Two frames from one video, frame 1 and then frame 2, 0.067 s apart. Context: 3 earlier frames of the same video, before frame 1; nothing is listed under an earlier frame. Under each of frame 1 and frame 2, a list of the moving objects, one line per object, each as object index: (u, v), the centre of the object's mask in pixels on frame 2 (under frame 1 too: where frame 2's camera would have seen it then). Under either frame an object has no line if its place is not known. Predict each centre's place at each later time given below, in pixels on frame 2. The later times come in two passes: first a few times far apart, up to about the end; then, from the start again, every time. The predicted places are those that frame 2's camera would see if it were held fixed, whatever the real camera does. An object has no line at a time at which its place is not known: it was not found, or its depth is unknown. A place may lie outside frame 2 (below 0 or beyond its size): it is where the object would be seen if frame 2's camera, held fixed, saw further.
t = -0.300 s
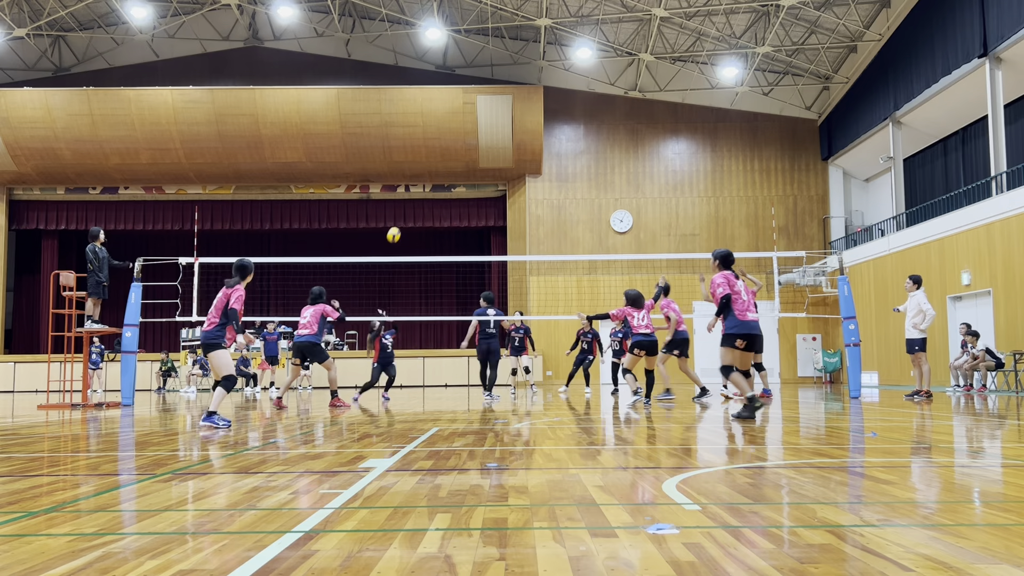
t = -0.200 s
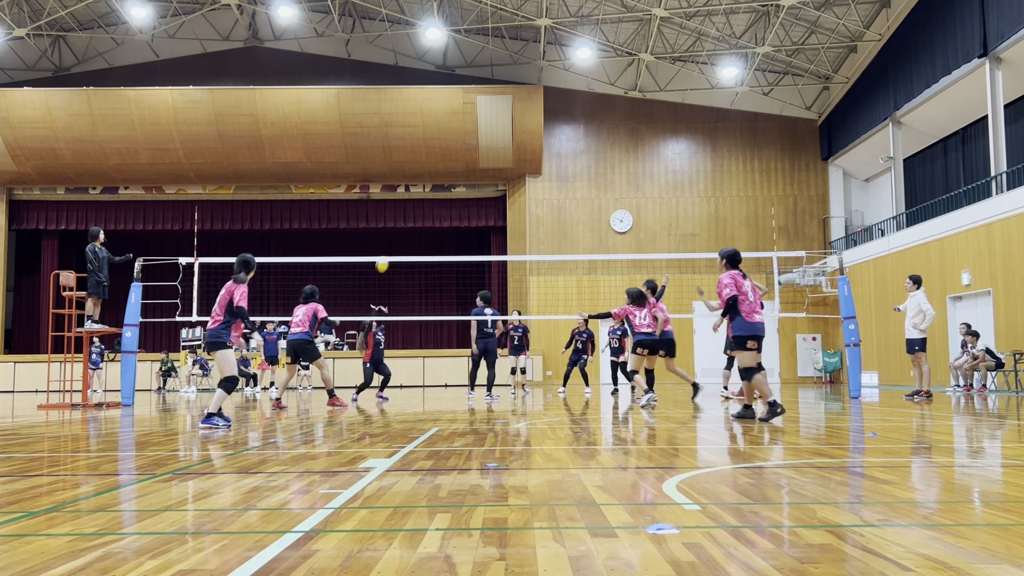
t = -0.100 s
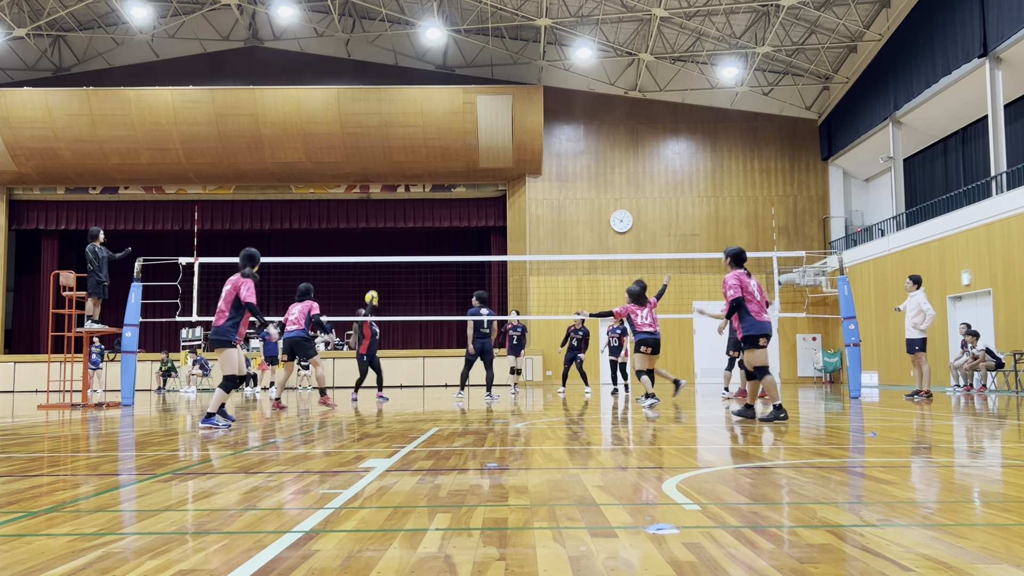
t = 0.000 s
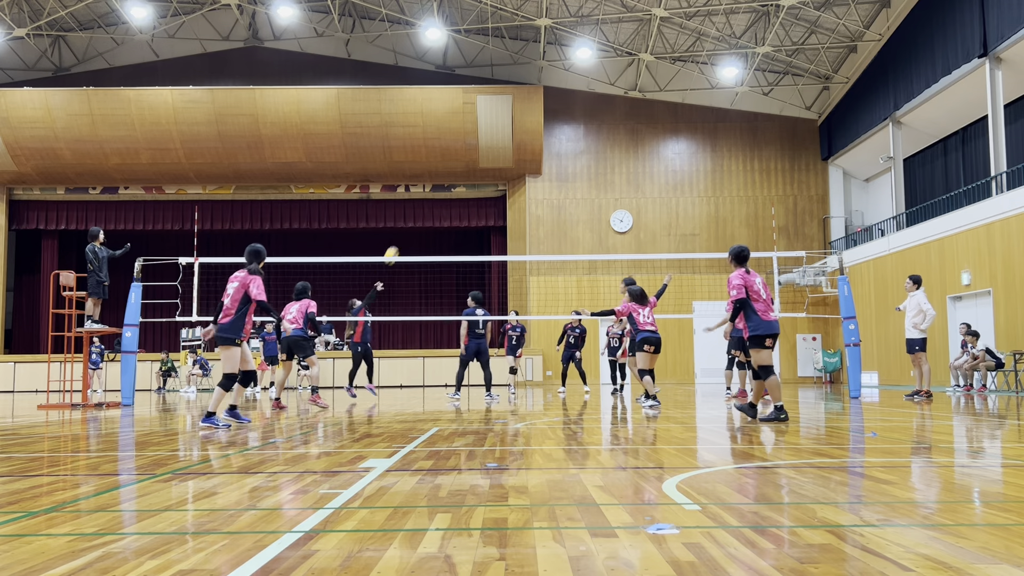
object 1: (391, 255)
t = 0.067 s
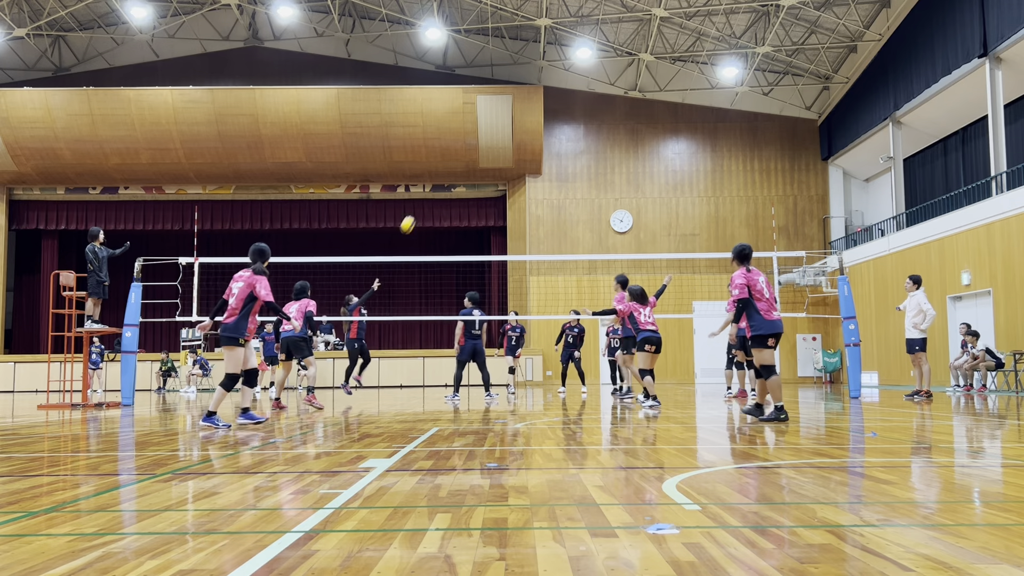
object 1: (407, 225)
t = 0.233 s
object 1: (446, 160)
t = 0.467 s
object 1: (496, 97)
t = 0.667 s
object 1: (537, 71)
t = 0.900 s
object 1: (584, 69)
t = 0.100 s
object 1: (415, 210)
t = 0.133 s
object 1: (423, 197)
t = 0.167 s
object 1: (431, 183)
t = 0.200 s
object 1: (439, 171)
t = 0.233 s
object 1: (446, 160)
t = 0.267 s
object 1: (453, 149)
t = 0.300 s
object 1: (461, 139)
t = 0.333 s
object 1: (468, 129)
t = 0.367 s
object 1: (475, 120)
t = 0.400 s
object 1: (482, 112)
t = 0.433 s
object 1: (489, 104)
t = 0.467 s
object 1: (496, 97)
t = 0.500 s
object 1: (503, 91)
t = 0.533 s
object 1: (510, 85)
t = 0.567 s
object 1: (517, 81)
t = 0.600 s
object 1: (523, 77)
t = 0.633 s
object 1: (530, 74)
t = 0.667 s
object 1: (537, 71)
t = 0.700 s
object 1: (544, 68)
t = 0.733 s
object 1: (550, 67)
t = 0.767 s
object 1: (557, 66)
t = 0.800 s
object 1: (563, 65)
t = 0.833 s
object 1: (570, 66)
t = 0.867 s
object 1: (577, 67)
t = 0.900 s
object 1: (584, 69)
